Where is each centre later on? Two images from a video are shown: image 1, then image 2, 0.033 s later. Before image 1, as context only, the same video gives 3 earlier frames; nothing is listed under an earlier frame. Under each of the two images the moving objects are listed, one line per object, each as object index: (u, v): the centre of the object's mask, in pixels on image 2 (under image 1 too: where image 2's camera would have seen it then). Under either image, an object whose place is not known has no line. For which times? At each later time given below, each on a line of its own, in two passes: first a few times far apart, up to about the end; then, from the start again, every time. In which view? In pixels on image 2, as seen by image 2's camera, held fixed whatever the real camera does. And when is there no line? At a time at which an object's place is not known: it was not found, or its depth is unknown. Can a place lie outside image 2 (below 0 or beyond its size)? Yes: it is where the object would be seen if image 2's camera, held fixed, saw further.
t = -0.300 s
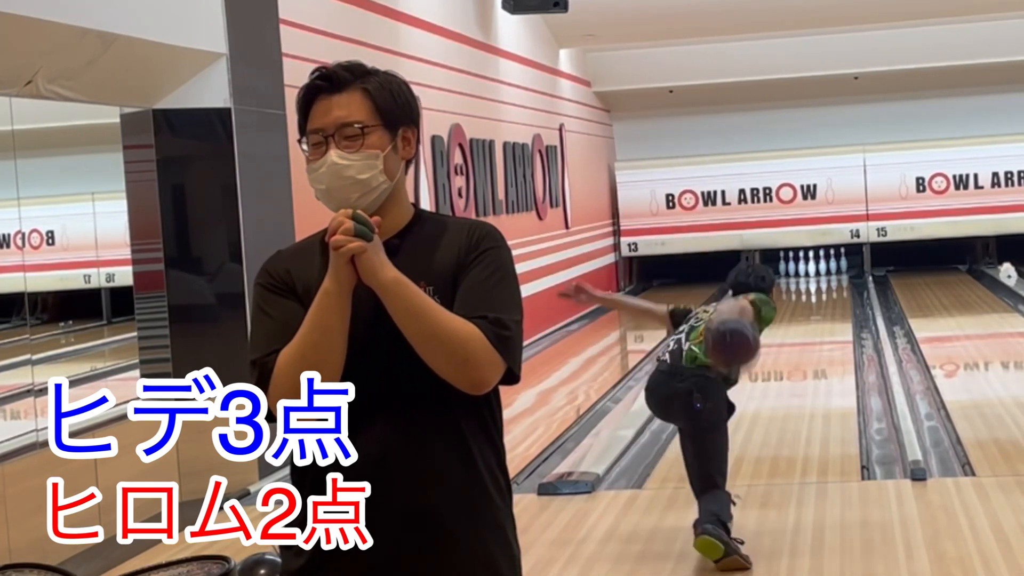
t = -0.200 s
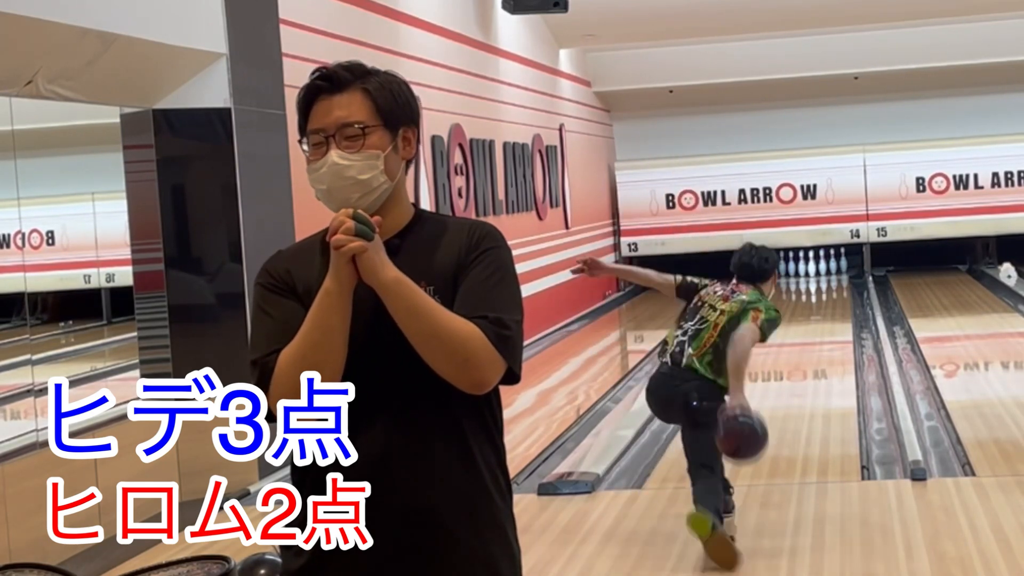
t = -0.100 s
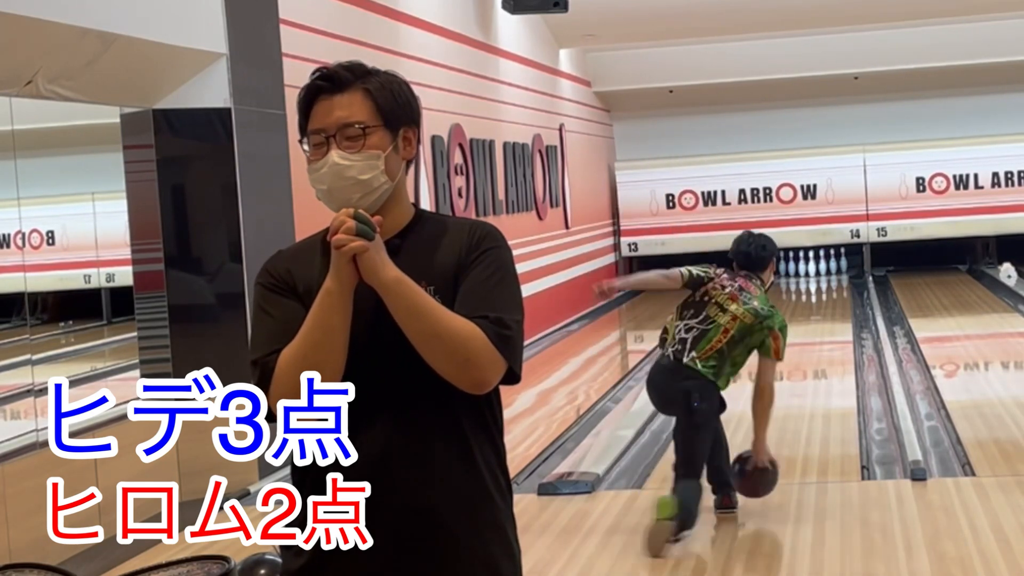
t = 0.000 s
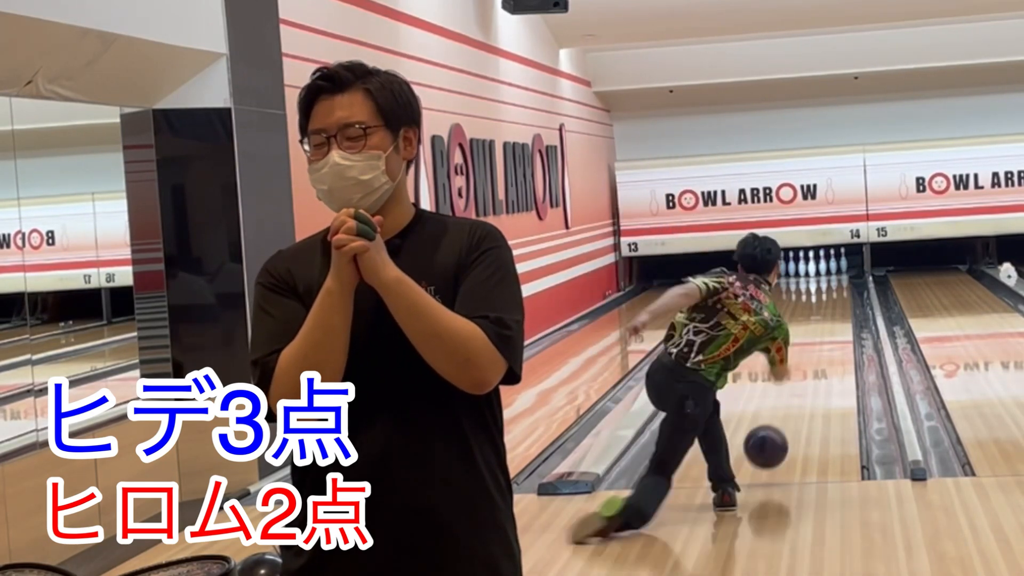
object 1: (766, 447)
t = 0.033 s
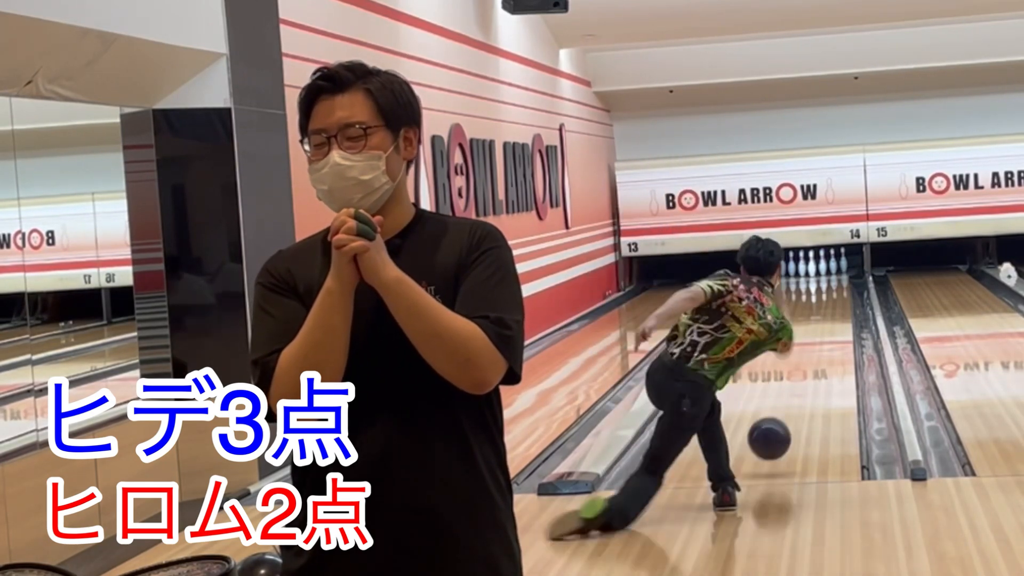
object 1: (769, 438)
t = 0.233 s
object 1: (787, 414)
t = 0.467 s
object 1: (802, 379)
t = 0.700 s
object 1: (812, 353)
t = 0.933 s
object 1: (819, 333)
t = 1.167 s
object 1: (824, 317)
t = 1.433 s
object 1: (828, 303)
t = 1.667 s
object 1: (830, 293)
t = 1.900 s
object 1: (829, 285)
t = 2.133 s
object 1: (825, 278)
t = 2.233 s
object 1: (823, 276)
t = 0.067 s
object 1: (773, 433)
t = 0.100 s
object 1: (776, 430)
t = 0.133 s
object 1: (779, 428)
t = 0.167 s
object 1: (782, 426)
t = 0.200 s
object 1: (785, 420)
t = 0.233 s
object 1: (787, 414)
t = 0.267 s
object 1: (790, 408)
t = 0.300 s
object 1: (792, 402)
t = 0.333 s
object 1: (794, 398)
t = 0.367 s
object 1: (796, 392)
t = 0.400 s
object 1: (798, 387)
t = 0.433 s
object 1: (800, 383)
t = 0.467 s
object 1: (802, 379)
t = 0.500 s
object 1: (803, 375)
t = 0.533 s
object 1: (808, 371)
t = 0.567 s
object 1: (809, 367)
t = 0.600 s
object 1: (810, 363)
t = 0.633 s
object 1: (811, 360)
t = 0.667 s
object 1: (811, 356)
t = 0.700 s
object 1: (812, 353)
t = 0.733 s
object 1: (813, 350)
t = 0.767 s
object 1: (814, 347)
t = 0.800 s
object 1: (815, 344)
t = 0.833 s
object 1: (816, 341)
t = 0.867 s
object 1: (817, 338)
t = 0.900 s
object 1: (818, 336)
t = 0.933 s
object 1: (819, 333)
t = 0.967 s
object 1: (820, 330)
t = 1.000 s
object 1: (820, 328)
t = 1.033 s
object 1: (821, 326)
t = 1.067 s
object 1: (822, 324)
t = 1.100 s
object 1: (823, 322)
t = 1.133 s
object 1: (823, 319)
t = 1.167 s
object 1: (824, 317)
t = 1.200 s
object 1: (825, 316)
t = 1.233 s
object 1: (825, 314)
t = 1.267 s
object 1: (826, 312)
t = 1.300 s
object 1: (826, 310)
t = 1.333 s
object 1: (827, 308)
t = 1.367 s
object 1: (827, 307)
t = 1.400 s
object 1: (828, 305)
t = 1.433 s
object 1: (828, 303)
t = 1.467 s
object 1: (828, 302)
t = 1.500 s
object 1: (828, 300)
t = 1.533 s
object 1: (829, 299)
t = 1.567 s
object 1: (829, 297)
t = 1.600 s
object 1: (829, 296)
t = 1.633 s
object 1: (829, 294)
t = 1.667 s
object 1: (830, 293)
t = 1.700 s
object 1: (830, 292)
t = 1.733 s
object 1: (830, 291)
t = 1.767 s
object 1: (829, 289)
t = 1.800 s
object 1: (830, 288)
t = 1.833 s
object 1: (829, 287)
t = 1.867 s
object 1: (829, 286)
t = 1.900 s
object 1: (829, 285)
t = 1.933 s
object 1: (828, 284)
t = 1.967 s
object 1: (828, 283)
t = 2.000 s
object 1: (828, 282)
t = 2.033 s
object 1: (827, 281)
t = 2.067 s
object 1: (827, 280)
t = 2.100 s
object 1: (826, 279)
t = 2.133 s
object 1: (825, 278)
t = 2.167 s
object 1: (825, 277)
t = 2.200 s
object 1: (824, 276)
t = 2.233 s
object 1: (823, 276)
